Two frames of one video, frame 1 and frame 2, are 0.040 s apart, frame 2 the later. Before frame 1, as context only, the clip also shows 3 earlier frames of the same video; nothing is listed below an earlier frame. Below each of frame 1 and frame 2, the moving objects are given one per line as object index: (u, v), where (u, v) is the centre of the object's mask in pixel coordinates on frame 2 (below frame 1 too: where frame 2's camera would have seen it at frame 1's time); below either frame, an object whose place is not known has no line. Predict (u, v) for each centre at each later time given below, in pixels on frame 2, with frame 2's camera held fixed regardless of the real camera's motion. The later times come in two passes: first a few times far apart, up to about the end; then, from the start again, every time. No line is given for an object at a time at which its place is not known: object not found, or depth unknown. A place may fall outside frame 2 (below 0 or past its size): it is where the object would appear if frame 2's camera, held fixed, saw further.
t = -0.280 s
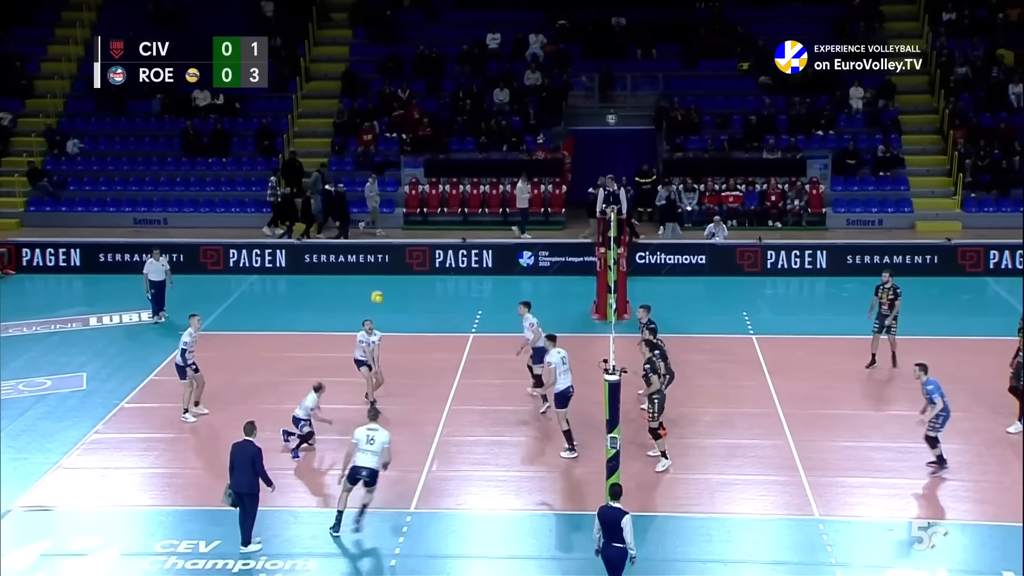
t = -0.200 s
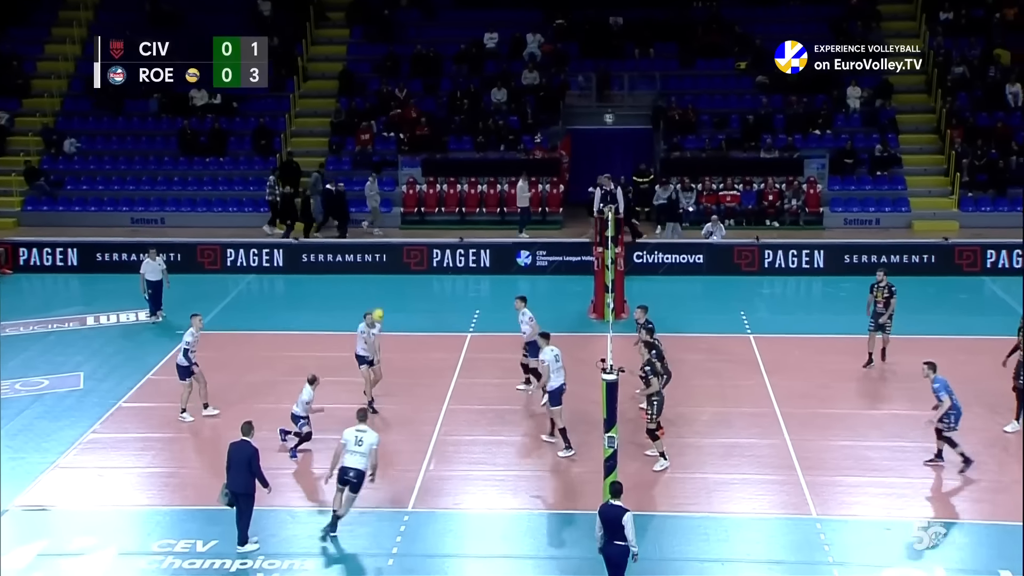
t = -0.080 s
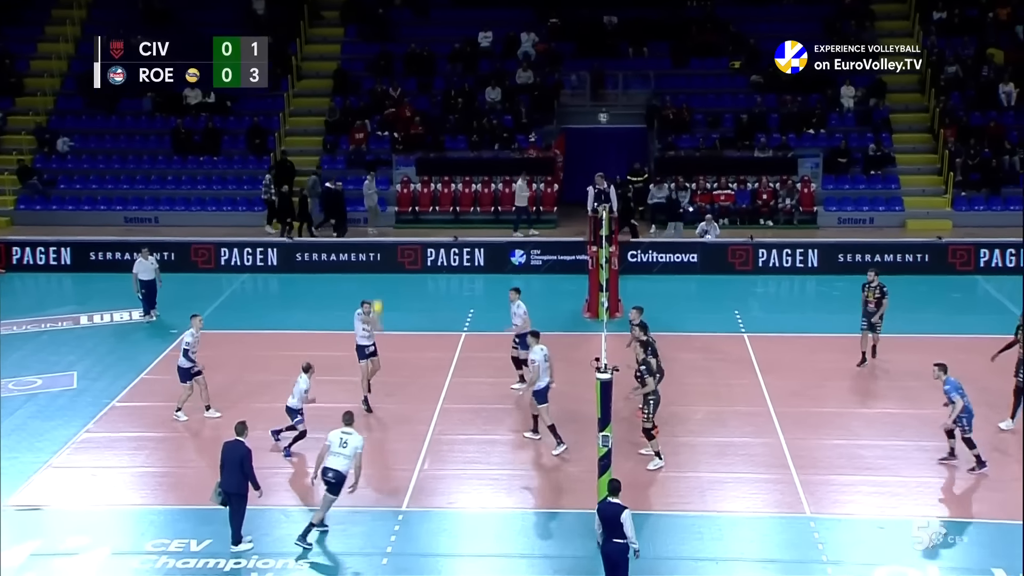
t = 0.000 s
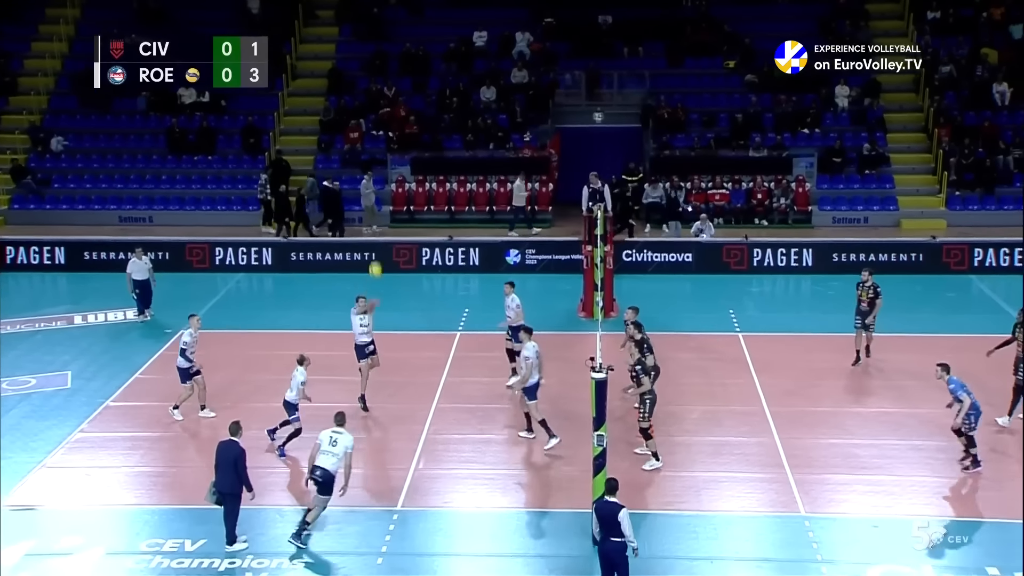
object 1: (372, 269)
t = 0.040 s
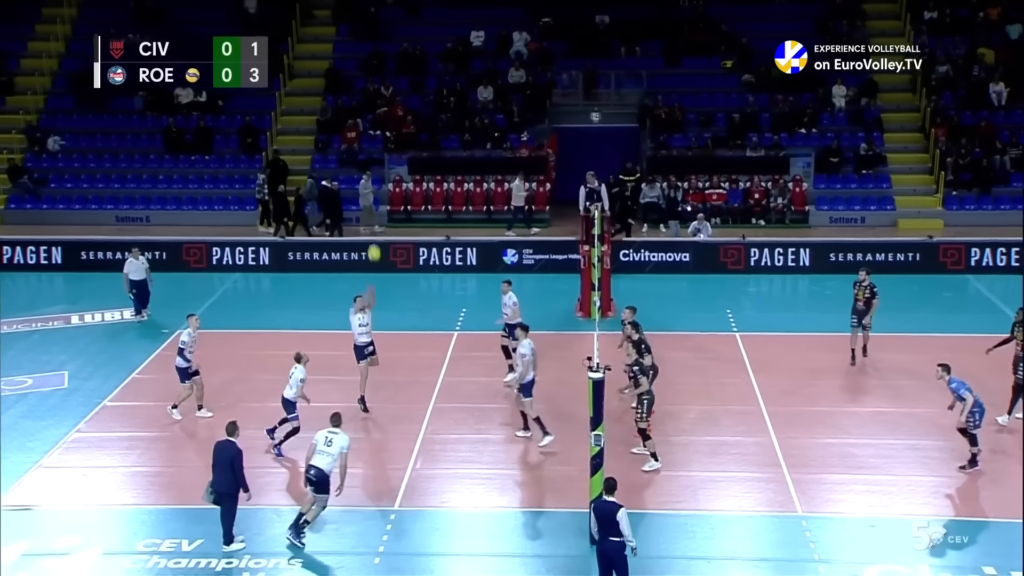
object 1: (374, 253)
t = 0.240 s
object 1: (383, 181)
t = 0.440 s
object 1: (393, 131)
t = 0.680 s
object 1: (406, 103)
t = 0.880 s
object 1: (419, 107)
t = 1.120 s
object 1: (436, 148)
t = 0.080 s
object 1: (375, 237)
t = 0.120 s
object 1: (377, 222)
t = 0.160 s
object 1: (379, 207)
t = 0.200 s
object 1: (382, 193)
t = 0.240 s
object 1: (383, 181)
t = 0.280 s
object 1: (385, 169)
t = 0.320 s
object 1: (387, 158)
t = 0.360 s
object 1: (389, 148)
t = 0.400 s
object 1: (391, 139)
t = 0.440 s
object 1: (393, 131)
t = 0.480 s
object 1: (395, 124)
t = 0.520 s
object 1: (397, 118)
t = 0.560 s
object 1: (399, 112)
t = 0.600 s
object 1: (402, 108)
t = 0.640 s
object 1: (404, 105)
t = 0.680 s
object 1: (406, 103)
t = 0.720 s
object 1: (409, 101)
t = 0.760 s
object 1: (412, 101)
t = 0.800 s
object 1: (414, 102)
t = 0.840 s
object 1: (417, 104)
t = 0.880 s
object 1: (419, 107)
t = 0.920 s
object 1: (422, 111)
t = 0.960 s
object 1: (425, 116)
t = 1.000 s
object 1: (428, 123)
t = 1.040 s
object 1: (430, 130)
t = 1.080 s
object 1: (433, 138)
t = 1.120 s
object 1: (436, 148)
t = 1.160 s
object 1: (439, 158)
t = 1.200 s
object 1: (441, 170)
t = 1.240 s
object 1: (445, 183)
